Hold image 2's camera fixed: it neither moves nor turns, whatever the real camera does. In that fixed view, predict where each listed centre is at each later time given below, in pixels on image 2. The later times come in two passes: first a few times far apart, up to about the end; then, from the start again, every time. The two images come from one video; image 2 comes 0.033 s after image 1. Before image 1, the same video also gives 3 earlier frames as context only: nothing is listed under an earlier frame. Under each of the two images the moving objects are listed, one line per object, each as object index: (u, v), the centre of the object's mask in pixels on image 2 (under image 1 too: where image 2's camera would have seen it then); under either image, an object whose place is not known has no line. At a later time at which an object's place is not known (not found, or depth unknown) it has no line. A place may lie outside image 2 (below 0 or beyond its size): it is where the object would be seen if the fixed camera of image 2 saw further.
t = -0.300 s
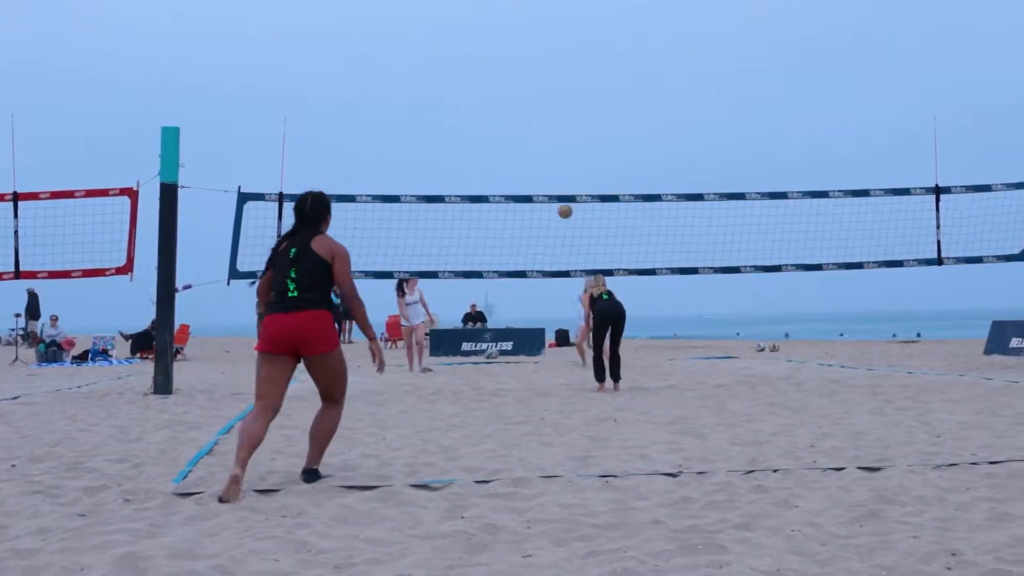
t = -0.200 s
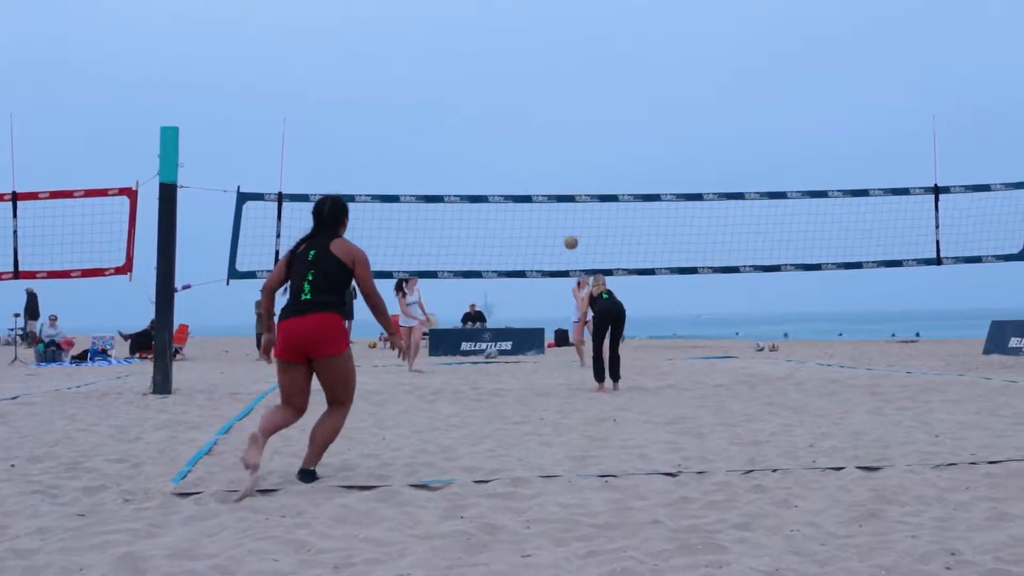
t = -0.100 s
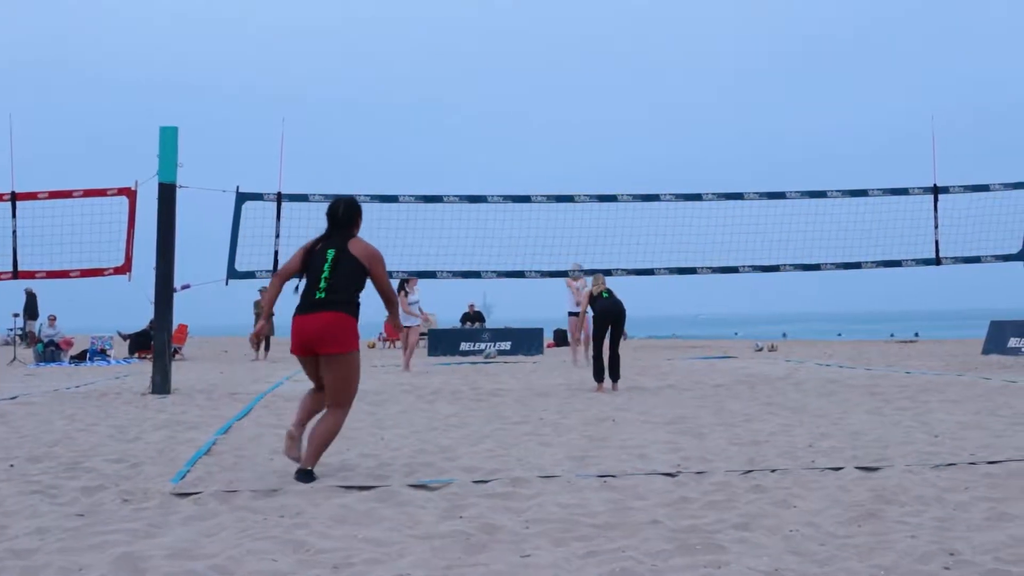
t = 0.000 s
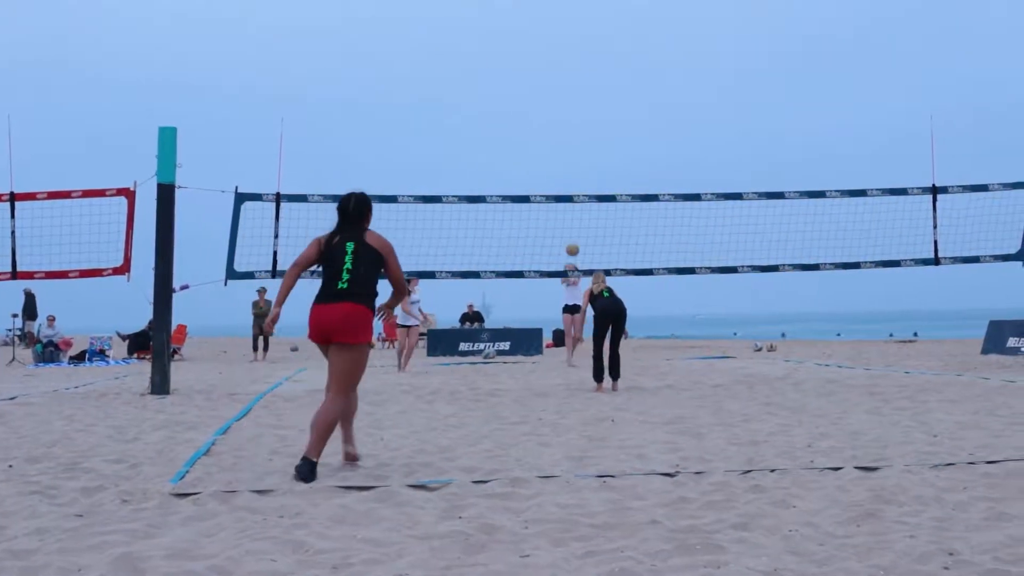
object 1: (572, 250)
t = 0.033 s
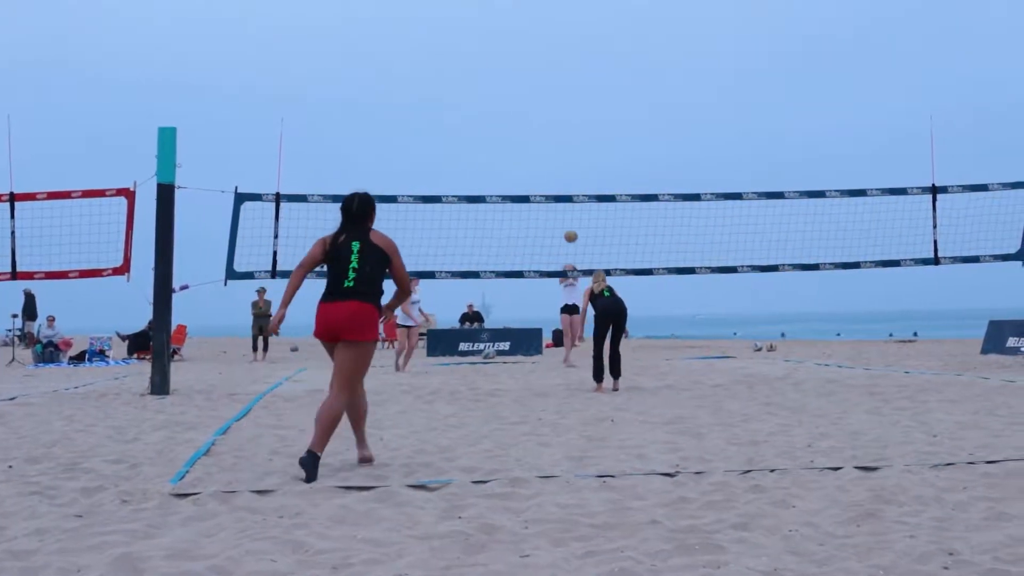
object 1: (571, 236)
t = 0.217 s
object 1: (563, 174)
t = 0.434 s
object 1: (554, 128)
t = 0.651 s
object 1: (545, 110)
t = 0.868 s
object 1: (536, 120)
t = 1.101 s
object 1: (526, 161)
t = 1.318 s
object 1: (517, 230)
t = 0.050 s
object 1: (570, 230)
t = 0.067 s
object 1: (569, 223)
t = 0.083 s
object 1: (568, 217)
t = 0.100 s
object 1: (568, 211)
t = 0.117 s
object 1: (567, 207)
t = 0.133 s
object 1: (567, 204)
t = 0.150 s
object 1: (566, 192)
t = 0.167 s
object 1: (565, 189)
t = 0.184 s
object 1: (565, 184)
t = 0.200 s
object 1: (564, 179)
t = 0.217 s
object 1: (563, 174)
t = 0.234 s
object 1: (562, 169)
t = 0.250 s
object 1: (562, 165)
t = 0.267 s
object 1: (561, 161)
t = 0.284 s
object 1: (560, 157)
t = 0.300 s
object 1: (560, 153)
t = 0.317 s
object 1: (559, 149)
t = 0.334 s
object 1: (558, 146)
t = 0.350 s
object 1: (558, 142)
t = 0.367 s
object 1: (557, 139)
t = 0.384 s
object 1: (556, 136)
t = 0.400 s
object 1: (555, 133)
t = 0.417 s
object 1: (555, 130)
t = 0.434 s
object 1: (554, 128)
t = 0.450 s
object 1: (553, 125)
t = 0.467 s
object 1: (553, 123)
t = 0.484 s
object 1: (552, 121)
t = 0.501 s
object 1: (551, 119)
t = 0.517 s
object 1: (550, 117)
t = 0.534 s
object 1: (550, 116)
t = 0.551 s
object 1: (549, 114)
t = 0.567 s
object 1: (548, 113)
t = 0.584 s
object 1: (548, 112)
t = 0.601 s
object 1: (547, 111)
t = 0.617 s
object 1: (546, 110)
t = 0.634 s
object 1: (546, 110)
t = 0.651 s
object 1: (545, 110)
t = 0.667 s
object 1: (544, 110)
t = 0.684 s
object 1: (543, 109)
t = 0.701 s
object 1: (543, 109)
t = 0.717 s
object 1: (542, 109)
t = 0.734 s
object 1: (541, 110)
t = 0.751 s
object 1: (541, 110)
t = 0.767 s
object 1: (540, 111)
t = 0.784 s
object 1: (540, 112)
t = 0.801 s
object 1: (539, 113)
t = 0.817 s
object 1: (538, 115)
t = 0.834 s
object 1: (538, 116)
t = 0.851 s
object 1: (537, 118)
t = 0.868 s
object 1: (536, 120)
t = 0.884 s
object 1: (536, 121)
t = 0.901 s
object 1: (535, 124)
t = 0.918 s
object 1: (534, 126)
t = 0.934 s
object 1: (534, 128)
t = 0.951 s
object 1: (533, 130)
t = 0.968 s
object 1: (532, 133)
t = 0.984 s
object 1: (531, 136)
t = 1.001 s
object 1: (531, 139)
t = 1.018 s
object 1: (530, 143)
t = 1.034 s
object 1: (529, 146)
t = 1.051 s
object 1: (528, 150)
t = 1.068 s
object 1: (528, 153)
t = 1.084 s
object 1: (527, 157)
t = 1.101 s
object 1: (526, 161)
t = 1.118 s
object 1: (525, 166)
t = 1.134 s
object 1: (525, 170)
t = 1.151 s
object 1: (525, 174)
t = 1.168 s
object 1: (524, 179)
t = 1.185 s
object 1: (523, 184)
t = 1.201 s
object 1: (523, 189)
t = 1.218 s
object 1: (523, 191)
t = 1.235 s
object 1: (522, 204)
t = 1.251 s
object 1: (520, 207)
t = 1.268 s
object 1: (520, 211)
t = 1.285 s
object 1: (519, 217)
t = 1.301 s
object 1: (518, 223)
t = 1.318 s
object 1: (517, 230)
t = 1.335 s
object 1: (517, 236)
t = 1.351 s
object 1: (516, 243)
